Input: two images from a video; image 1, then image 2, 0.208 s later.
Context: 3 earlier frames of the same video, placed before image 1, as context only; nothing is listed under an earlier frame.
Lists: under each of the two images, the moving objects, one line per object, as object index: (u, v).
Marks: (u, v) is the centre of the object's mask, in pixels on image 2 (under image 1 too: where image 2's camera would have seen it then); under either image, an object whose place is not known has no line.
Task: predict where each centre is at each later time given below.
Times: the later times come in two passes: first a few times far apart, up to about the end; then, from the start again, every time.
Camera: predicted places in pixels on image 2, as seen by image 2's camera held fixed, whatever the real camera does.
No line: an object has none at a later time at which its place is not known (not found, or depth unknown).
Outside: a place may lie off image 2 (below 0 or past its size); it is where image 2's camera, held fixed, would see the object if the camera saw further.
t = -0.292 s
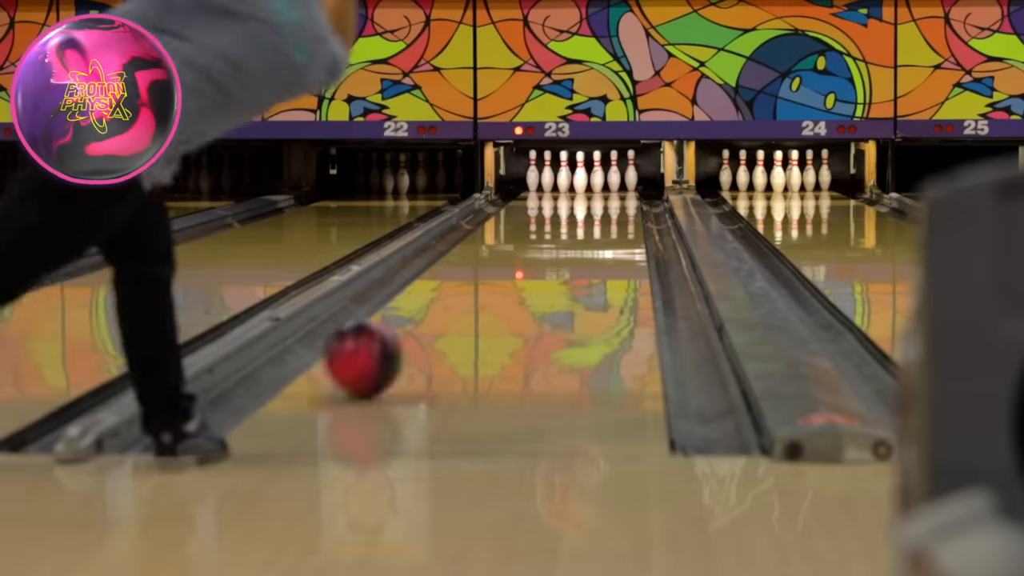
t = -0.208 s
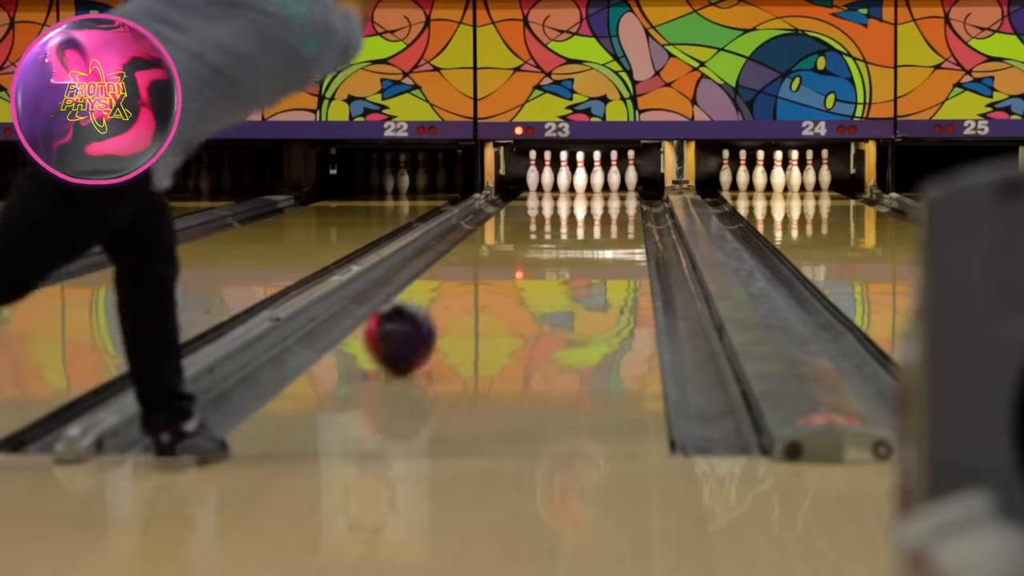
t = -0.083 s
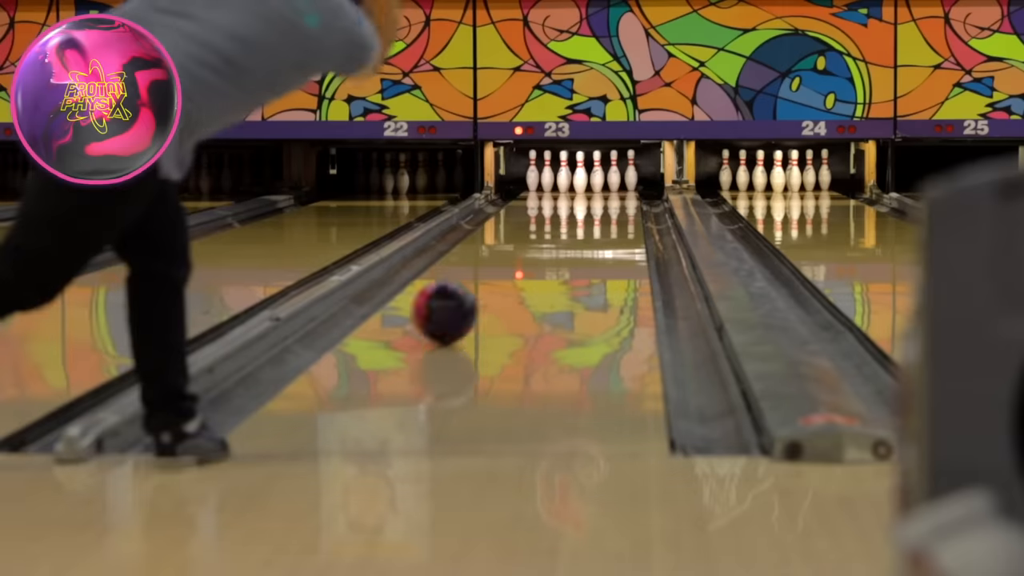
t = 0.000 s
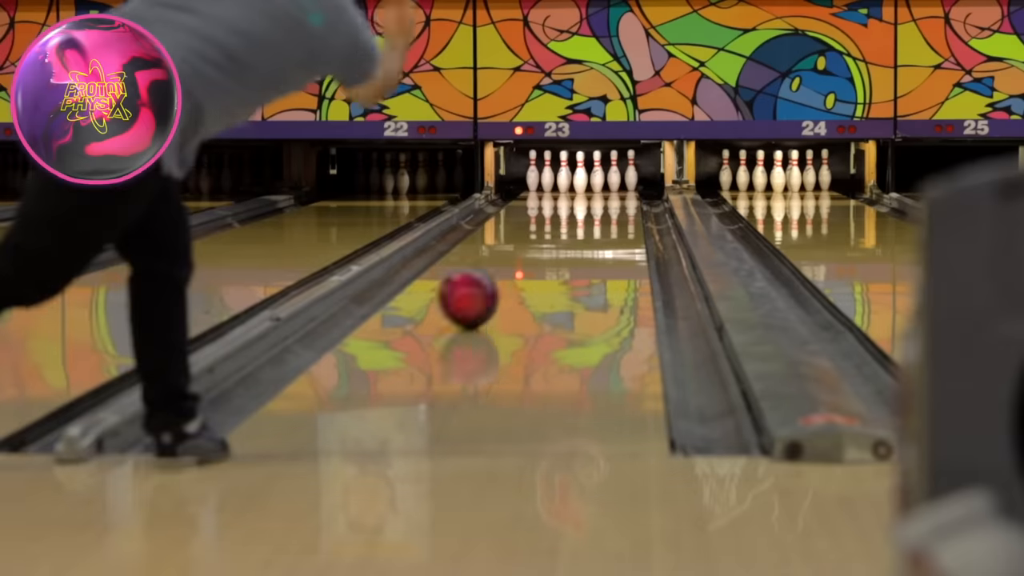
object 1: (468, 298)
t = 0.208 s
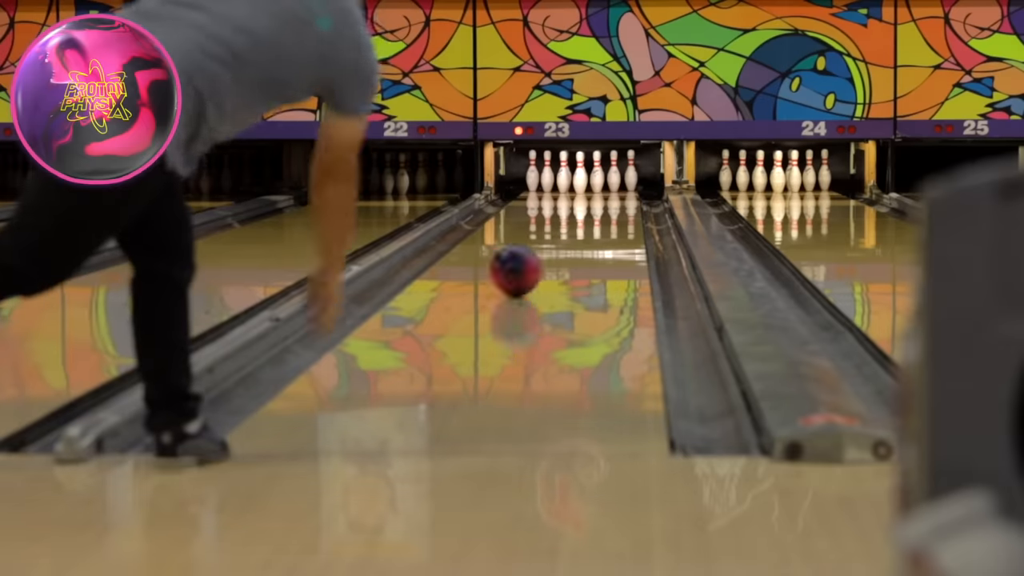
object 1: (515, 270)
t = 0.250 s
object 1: (523, 266)
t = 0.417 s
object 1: (549, 249)
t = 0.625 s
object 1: (574, 233)
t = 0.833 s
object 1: (592, 220)
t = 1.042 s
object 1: (605, 211)
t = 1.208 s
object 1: (613, 204)
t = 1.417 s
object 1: (614, 197)
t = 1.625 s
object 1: (607, 191)
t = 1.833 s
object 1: (596, 185)
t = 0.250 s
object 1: (523, 266)
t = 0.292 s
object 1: (530, 261)
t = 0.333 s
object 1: (537, 256)
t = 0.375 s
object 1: (543, 253)
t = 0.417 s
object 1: (549, 249)
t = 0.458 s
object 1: (555, 245)
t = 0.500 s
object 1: (560, 242)
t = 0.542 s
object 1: (565, 239)
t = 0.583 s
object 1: (569, 236)
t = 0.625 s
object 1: (574, 233)
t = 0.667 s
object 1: (577, 230)
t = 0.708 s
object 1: (582, 228)
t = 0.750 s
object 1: (585, 225)
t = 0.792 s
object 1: (589, 223)
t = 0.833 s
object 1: (592, 220)
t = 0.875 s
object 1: (595, 218)
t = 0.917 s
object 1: (598, 217)
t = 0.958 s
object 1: (601, 214)
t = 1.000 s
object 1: (604, 212)
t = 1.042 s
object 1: (605, 211)
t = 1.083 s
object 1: (608, 208)
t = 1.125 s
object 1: (610, 207)
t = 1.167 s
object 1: (611, 206)
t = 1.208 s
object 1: (613, 204)
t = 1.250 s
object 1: (614, 202)
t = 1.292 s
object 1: (614, 201)
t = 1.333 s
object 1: (615, 199)
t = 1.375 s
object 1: (615, 198)
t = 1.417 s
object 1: (614, 197)
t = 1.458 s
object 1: (614, 195)
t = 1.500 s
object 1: (613, 194)
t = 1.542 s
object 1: (612, 193)
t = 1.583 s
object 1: (610, 191)
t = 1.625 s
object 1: (607, 191)
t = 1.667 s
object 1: (606, 190)
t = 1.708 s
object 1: (603, 188)
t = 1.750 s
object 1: (601, 187)
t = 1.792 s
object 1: (598, 186)
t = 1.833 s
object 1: (596, 185)
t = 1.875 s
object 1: (593, 184)
